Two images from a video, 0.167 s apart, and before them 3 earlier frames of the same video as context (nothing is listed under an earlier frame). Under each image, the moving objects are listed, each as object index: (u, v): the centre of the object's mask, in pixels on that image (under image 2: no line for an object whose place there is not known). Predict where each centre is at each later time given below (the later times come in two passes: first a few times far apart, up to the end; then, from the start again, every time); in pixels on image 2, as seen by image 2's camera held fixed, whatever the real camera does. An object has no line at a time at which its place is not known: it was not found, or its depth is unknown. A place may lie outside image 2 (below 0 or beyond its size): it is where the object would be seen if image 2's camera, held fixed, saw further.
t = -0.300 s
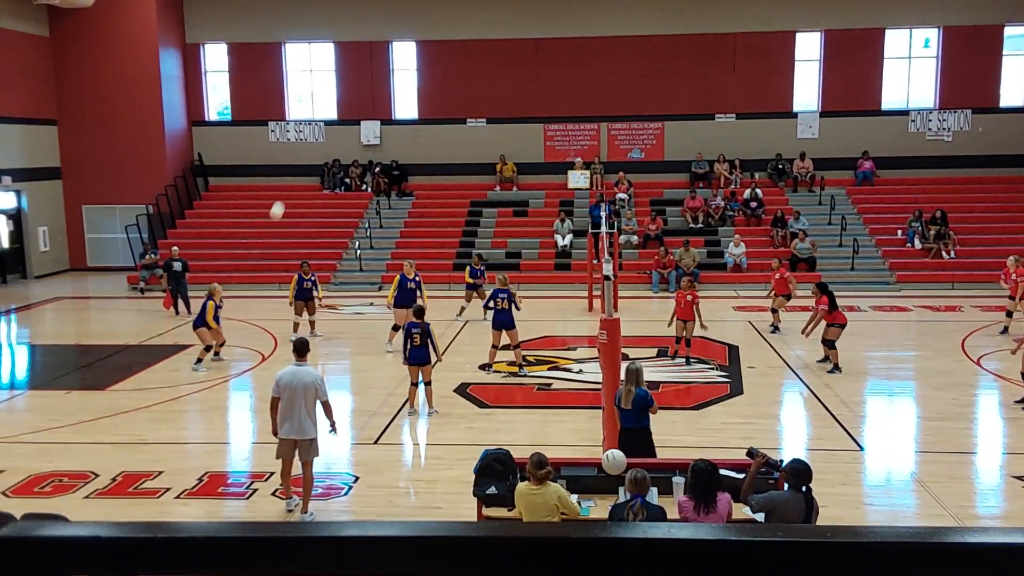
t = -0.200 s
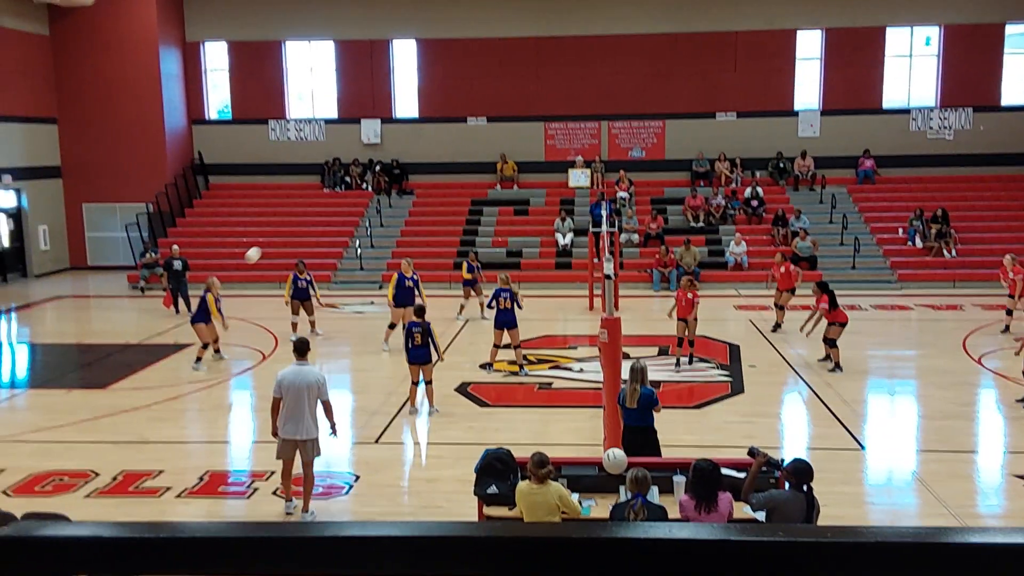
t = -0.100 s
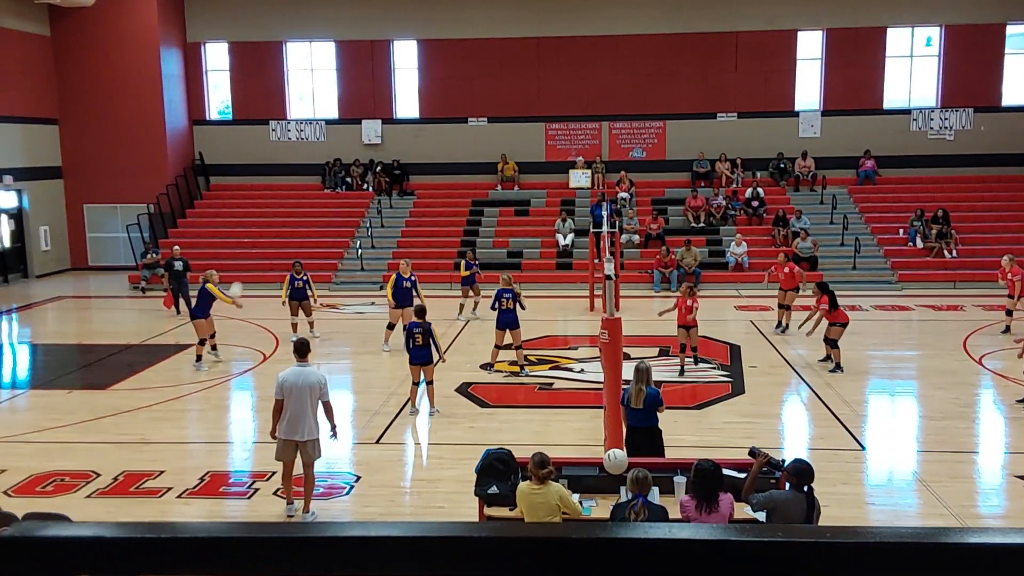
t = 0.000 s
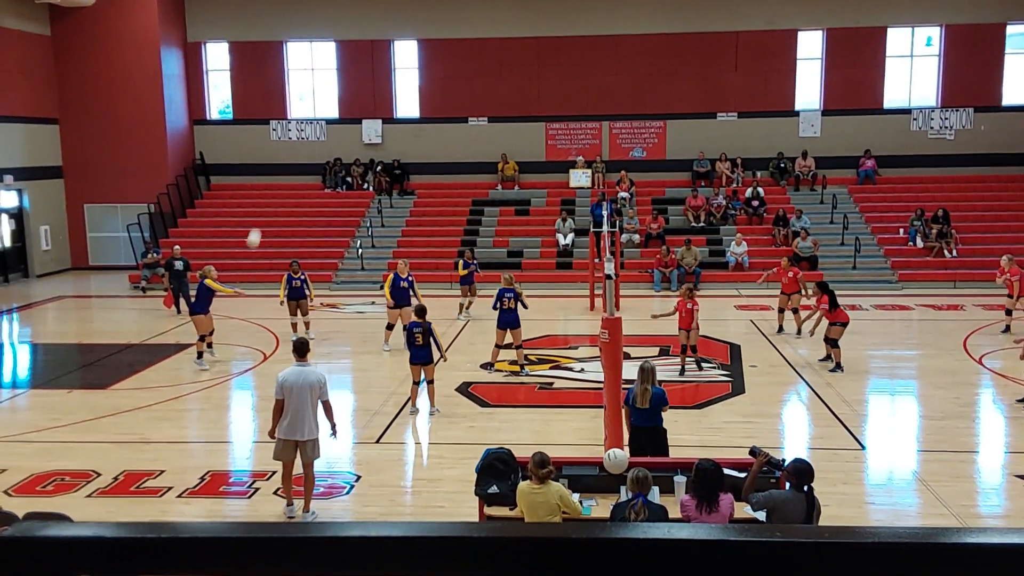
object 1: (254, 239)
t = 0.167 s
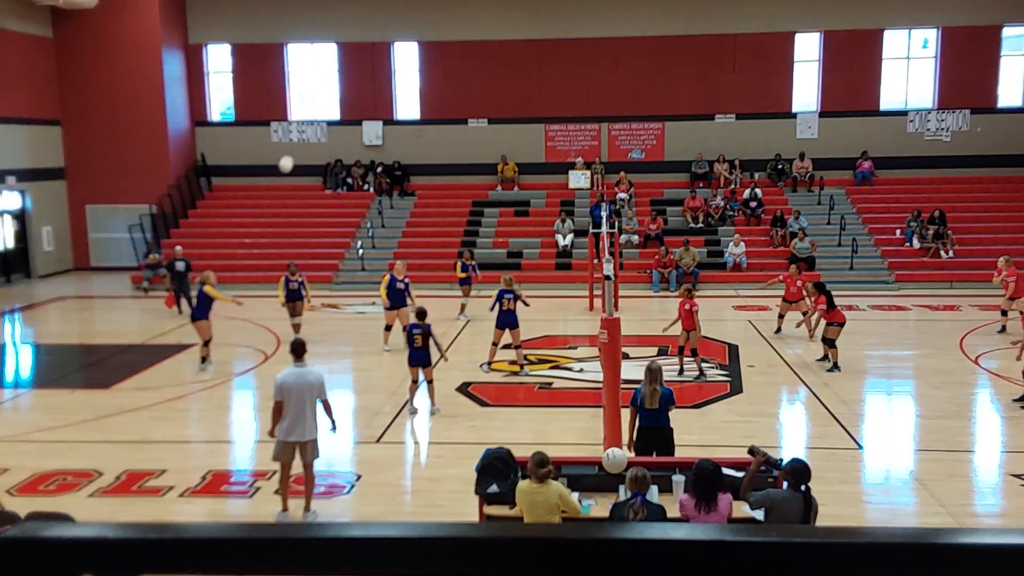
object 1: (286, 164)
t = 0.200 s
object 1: (292, 151)
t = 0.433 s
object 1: (339, 75)
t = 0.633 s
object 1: (378, 39)
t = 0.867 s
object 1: (427, 30)
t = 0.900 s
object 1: (433, 31)
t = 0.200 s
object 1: (292, 151)
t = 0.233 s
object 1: (298, 138)
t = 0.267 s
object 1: (304, 125)
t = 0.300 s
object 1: (310, 113)
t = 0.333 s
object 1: (318, 102)
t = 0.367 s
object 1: (323, 93)
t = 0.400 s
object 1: (330, 84)
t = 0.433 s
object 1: (339, 75)
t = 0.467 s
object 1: (344, 67)
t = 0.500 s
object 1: (351, 60)
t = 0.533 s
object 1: (357, 54)
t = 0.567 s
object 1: (365, 49)
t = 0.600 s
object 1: (371, 44)
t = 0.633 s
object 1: (378, 39)
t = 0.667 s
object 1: (385, 36)
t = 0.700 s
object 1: (392, 33)
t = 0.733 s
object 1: (399, 31)
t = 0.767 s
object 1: (406, 29)
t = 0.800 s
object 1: (413, 29)
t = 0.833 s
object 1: (420, 29)
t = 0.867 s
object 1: (427, 30)
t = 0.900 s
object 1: (433, 31)
